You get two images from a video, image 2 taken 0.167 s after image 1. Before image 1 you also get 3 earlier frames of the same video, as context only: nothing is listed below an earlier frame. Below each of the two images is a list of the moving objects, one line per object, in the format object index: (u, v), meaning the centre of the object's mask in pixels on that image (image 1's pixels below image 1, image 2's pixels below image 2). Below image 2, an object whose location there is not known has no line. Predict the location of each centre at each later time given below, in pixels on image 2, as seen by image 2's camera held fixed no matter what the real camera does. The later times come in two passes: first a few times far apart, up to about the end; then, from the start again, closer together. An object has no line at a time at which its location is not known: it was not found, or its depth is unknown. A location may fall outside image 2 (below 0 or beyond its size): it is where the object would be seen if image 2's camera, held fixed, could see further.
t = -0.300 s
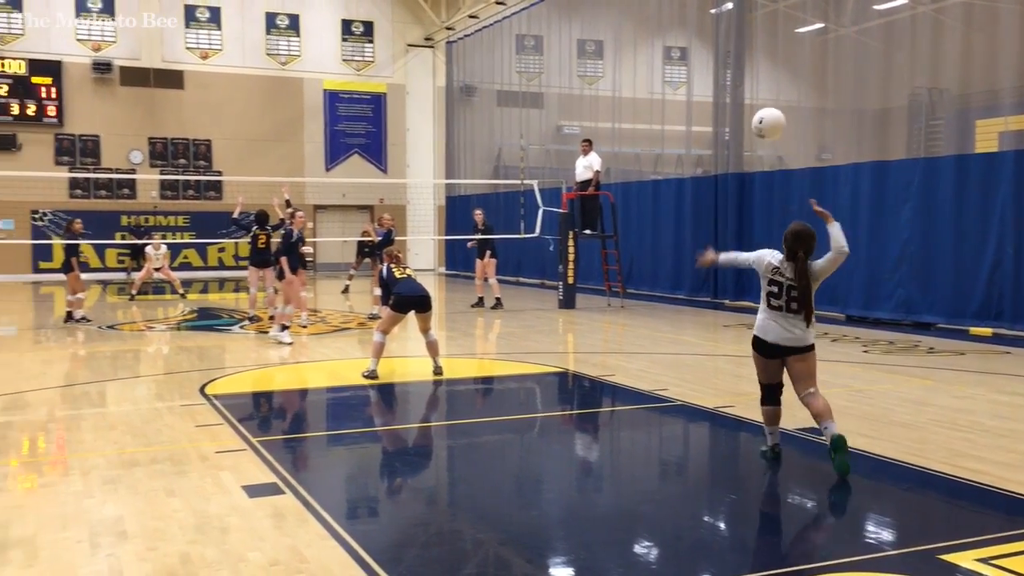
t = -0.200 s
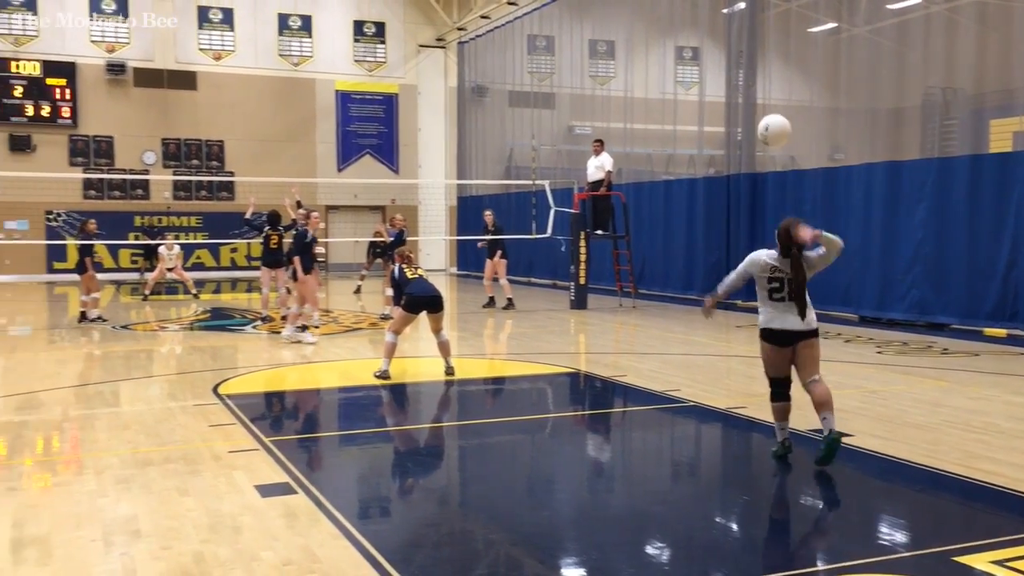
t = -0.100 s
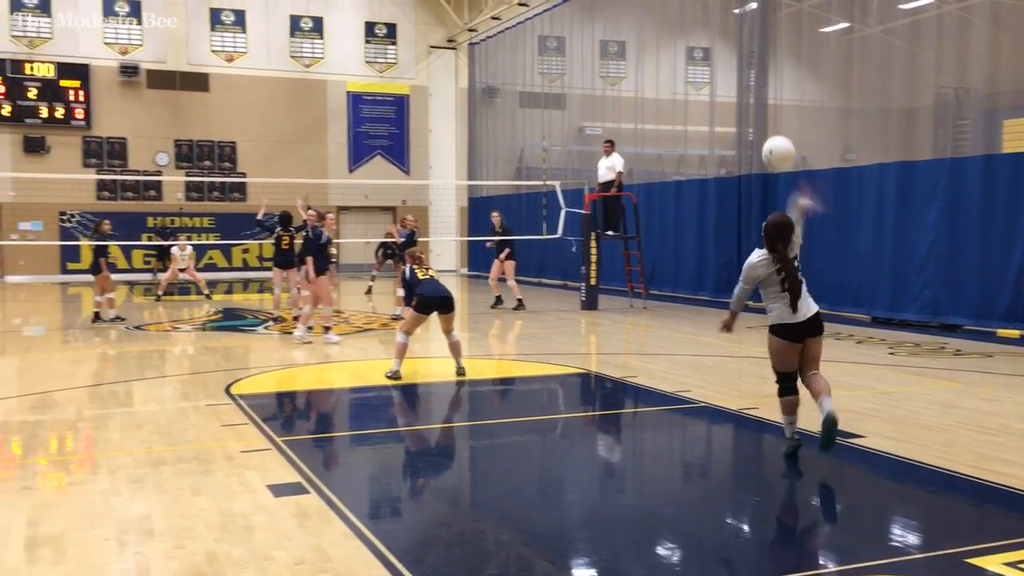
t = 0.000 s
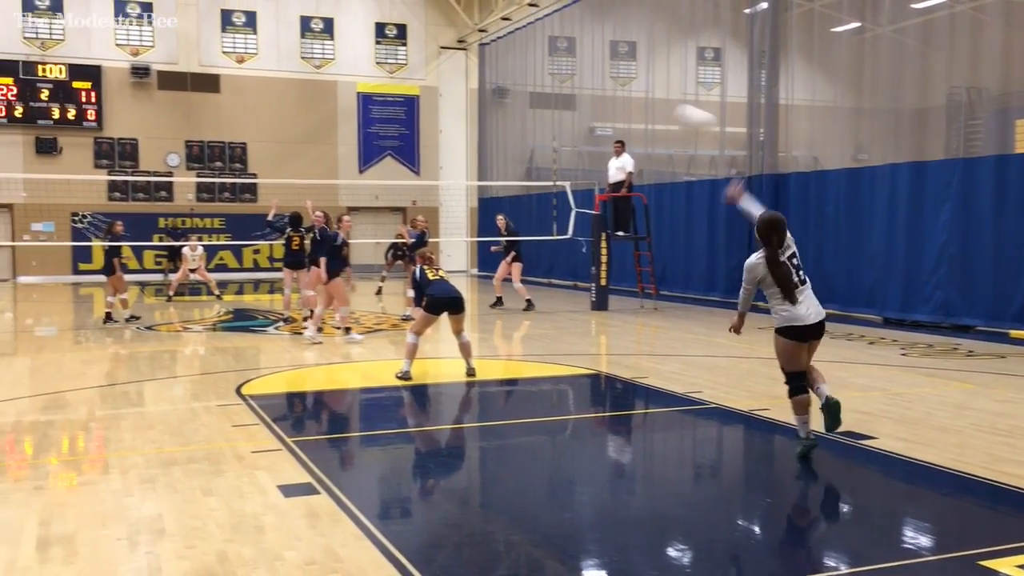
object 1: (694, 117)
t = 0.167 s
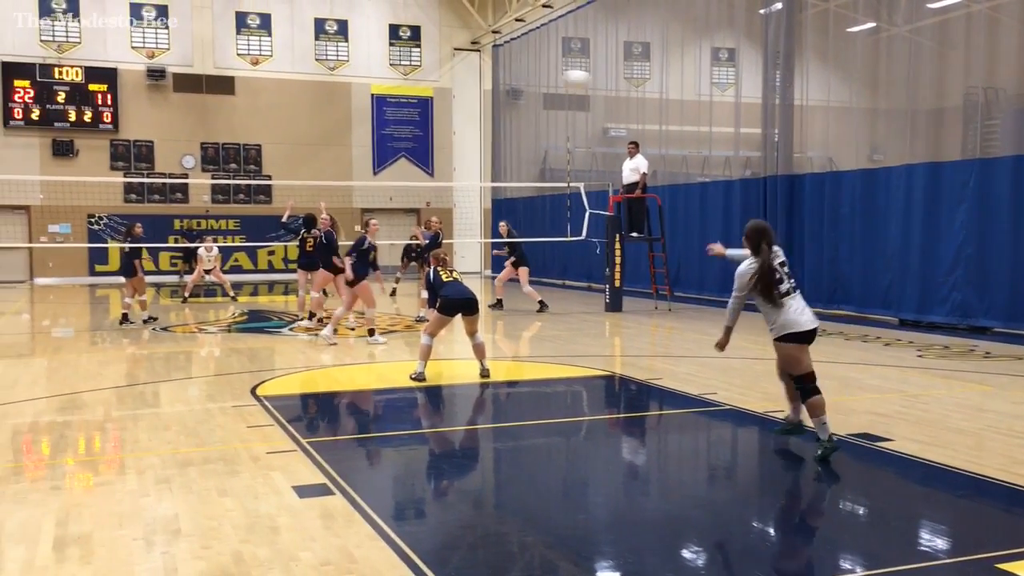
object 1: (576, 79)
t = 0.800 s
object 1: (381, 176)
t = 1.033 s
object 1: (343, 249)
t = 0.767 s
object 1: (387, 166)
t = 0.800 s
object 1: (381, 176)
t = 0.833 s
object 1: (375, 186)
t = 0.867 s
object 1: (369, 195)
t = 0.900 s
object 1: (364, 207)
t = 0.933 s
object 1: (359, 217)
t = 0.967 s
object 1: (353, 227)
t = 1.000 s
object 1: (348, 236)
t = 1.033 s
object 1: (343, 249)
